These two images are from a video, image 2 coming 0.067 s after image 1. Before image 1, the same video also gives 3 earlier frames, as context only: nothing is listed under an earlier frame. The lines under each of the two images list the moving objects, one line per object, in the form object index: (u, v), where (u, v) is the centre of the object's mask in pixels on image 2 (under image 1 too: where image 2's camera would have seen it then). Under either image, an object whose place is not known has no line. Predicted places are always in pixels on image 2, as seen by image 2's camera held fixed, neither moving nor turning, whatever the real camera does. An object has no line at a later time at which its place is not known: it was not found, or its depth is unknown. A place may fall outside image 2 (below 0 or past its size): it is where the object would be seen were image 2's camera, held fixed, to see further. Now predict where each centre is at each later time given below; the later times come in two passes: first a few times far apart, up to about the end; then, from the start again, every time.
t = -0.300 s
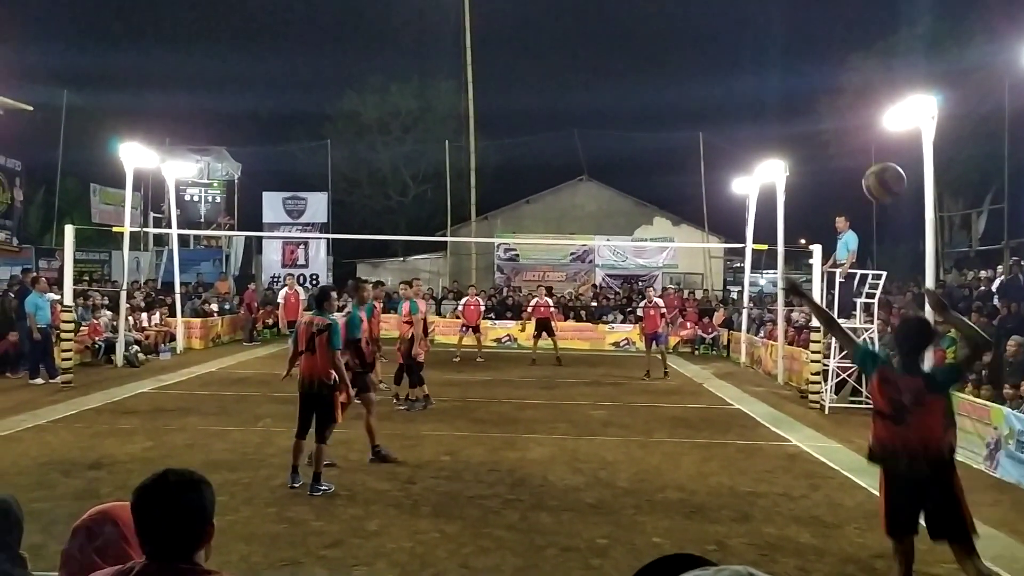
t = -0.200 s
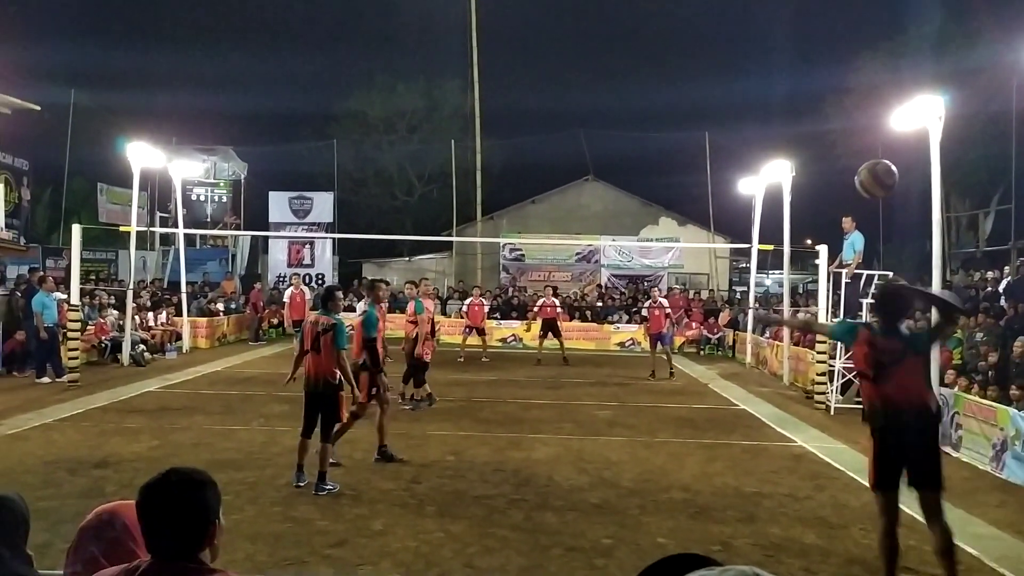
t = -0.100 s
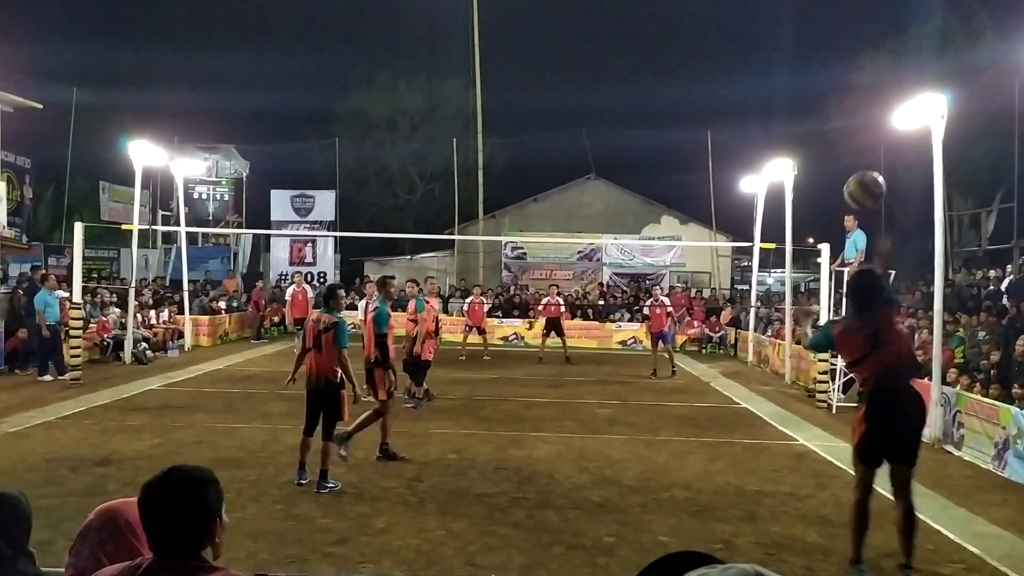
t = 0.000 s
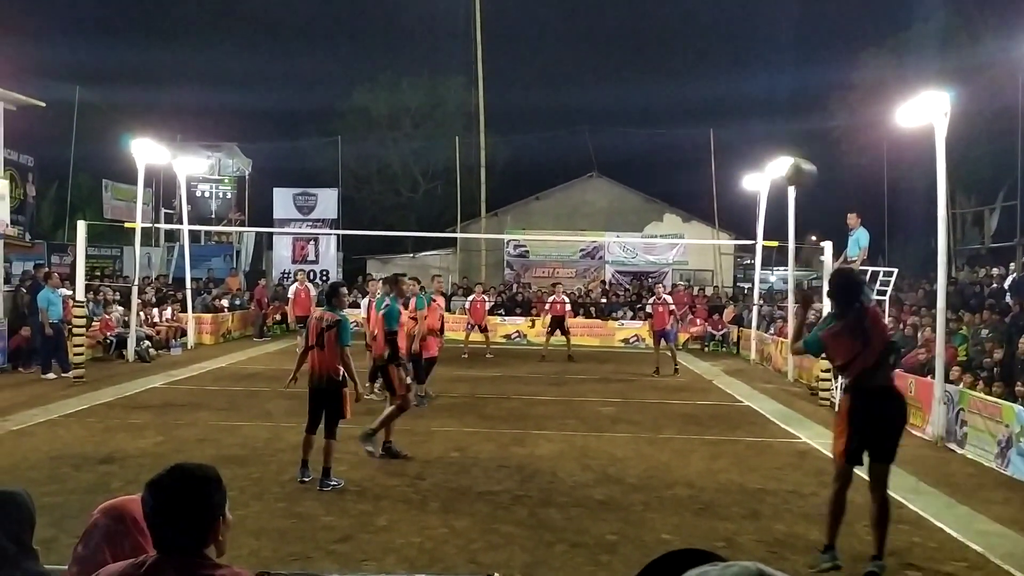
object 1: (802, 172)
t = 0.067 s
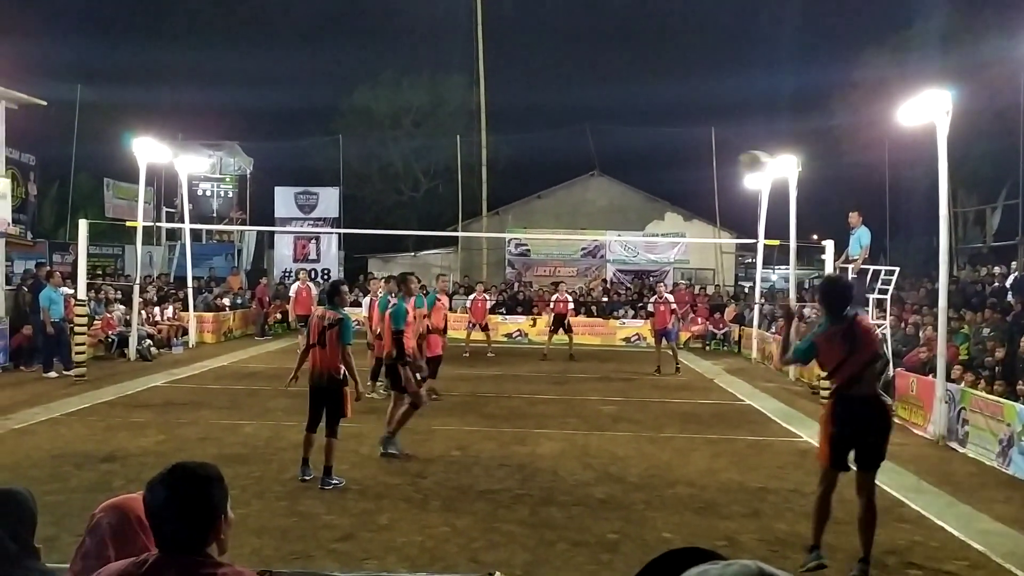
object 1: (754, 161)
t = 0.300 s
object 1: (674, 178)
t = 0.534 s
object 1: (632, 217)
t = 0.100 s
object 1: (739, 162)
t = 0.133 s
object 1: (724, 162)
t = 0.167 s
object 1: (711, 163)
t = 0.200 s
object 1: (701, 166)
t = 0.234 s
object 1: (691, 169)
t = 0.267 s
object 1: (682, 173)
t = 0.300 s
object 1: (674, 178)
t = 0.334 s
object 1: (666, 183)
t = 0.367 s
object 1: (659, 188)
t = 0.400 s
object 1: (653, 193)
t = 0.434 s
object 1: (647, 199)
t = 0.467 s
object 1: (642, 205)
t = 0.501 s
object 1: (636, 211)
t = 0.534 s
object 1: (632, 217)
